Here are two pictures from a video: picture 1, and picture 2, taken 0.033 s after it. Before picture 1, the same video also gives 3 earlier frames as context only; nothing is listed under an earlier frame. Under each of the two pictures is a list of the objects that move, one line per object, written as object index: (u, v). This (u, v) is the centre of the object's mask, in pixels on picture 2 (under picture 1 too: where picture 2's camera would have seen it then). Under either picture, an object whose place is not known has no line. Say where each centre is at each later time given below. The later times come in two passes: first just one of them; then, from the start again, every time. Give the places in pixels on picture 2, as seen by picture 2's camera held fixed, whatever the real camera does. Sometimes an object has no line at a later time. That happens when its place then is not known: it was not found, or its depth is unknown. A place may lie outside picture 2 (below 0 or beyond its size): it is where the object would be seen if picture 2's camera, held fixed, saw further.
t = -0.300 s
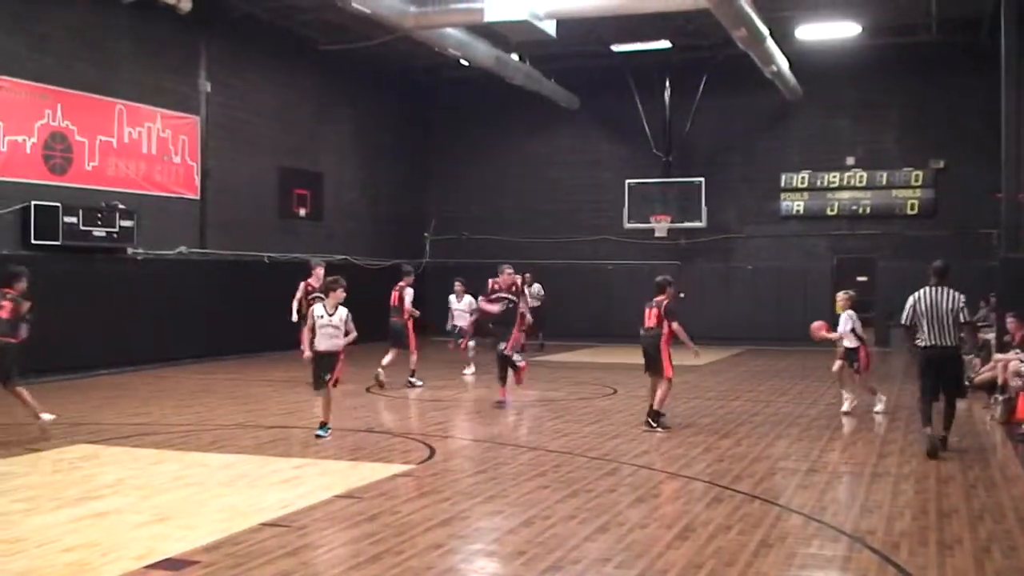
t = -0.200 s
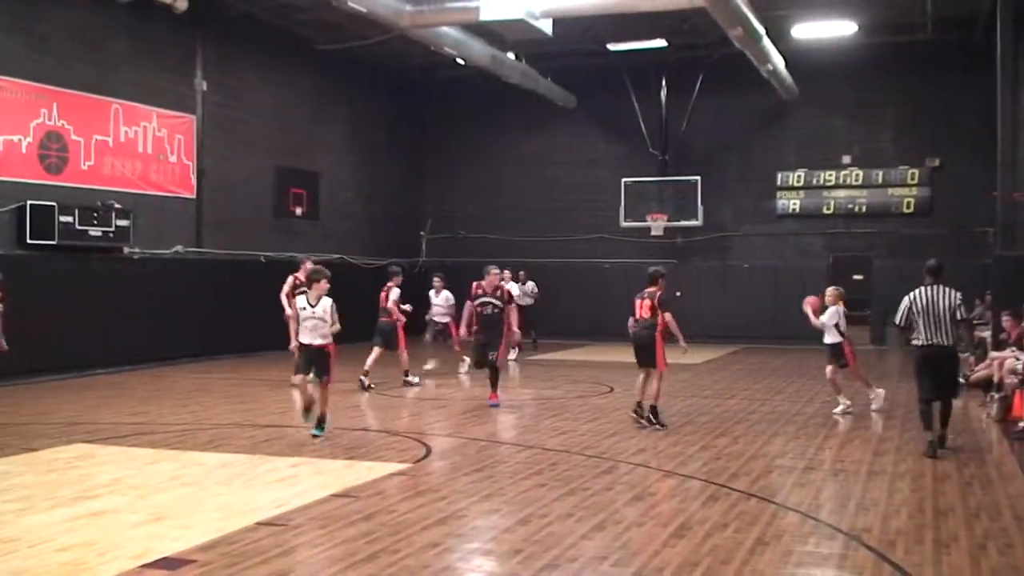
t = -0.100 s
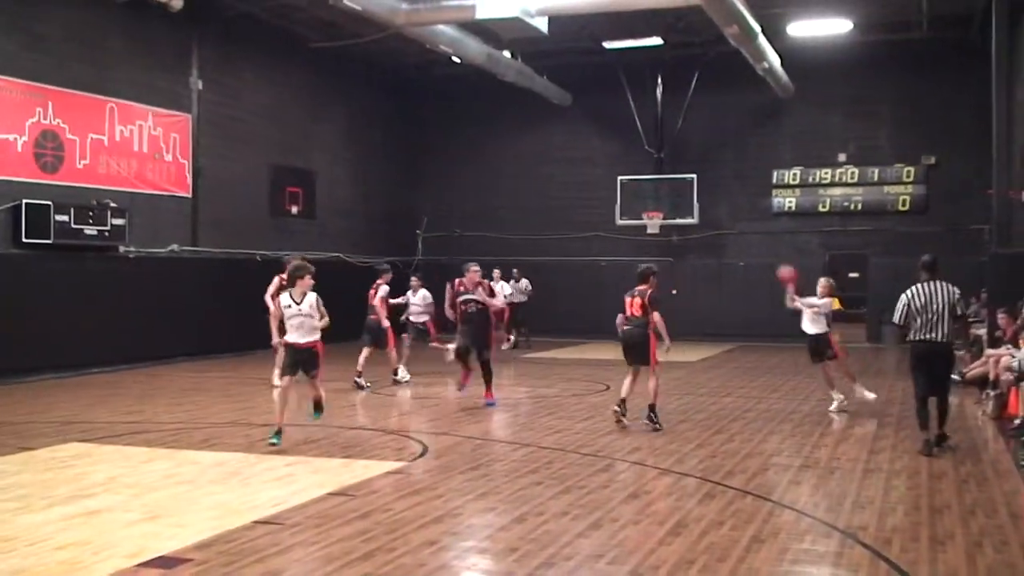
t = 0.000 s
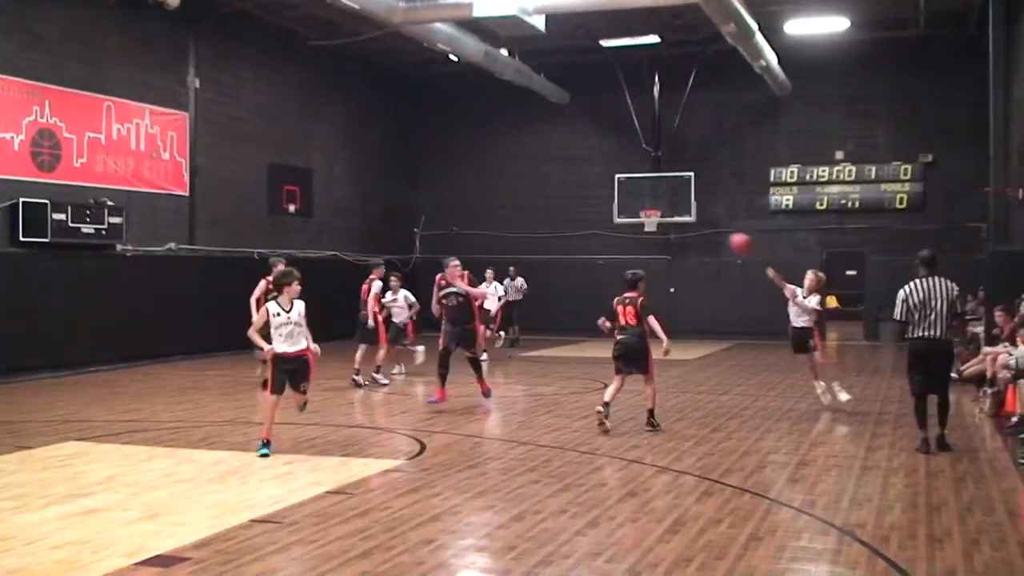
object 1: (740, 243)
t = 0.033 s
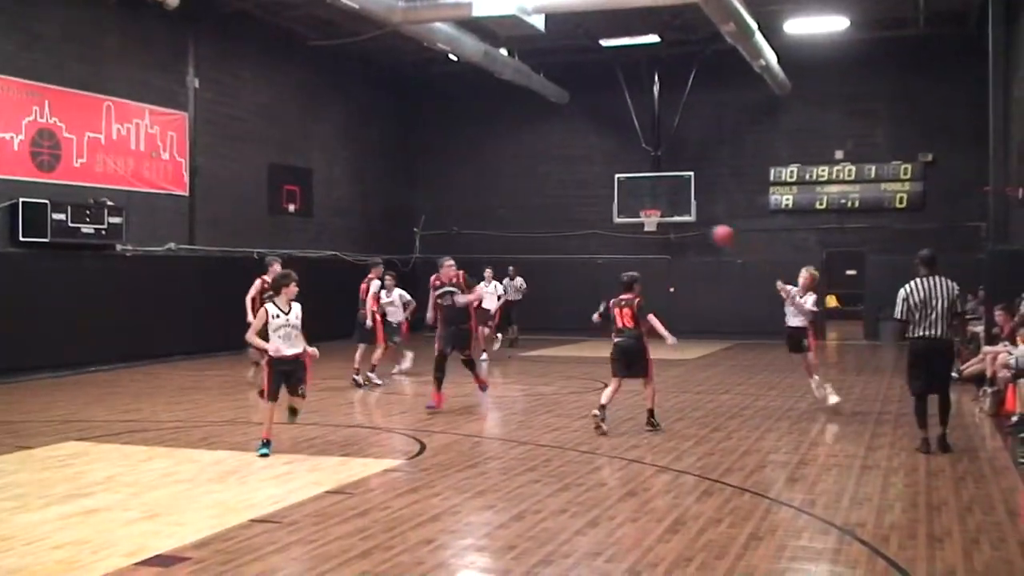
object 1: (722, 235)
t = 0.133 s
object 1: (670, 218)
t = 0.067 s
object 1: (706, 229)
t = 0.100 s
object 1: (689, 224)
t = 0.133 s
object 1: (670, 218)
